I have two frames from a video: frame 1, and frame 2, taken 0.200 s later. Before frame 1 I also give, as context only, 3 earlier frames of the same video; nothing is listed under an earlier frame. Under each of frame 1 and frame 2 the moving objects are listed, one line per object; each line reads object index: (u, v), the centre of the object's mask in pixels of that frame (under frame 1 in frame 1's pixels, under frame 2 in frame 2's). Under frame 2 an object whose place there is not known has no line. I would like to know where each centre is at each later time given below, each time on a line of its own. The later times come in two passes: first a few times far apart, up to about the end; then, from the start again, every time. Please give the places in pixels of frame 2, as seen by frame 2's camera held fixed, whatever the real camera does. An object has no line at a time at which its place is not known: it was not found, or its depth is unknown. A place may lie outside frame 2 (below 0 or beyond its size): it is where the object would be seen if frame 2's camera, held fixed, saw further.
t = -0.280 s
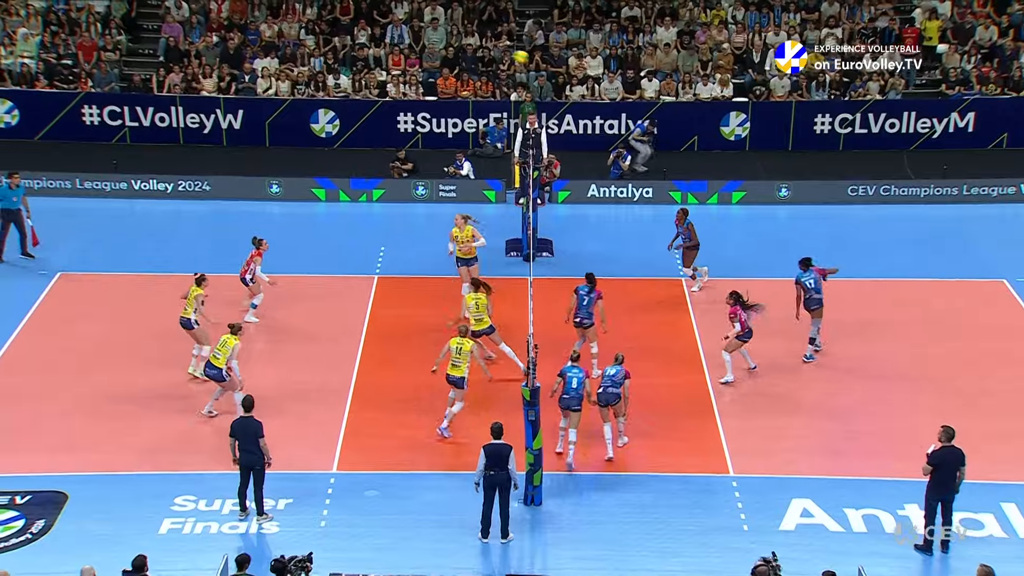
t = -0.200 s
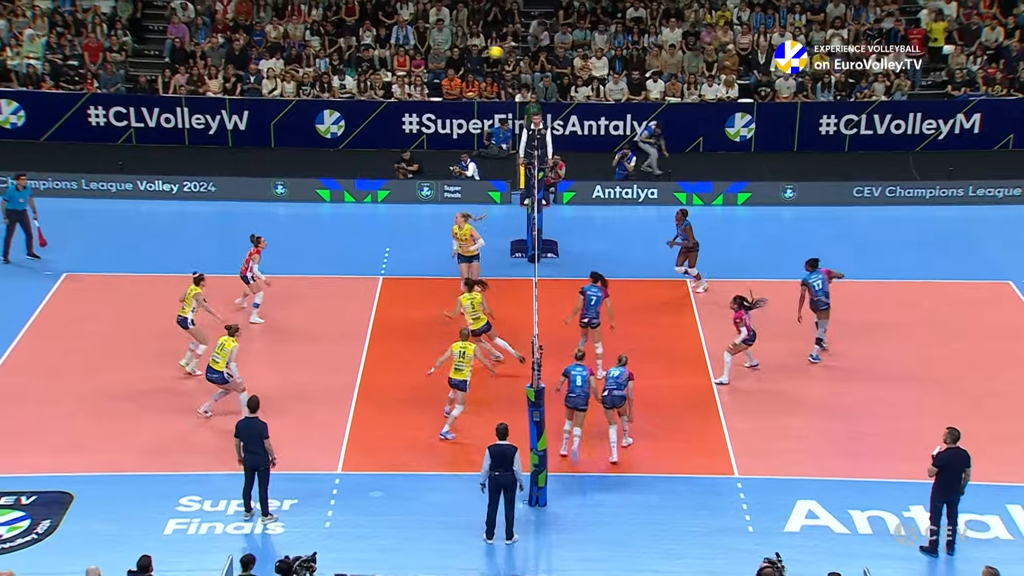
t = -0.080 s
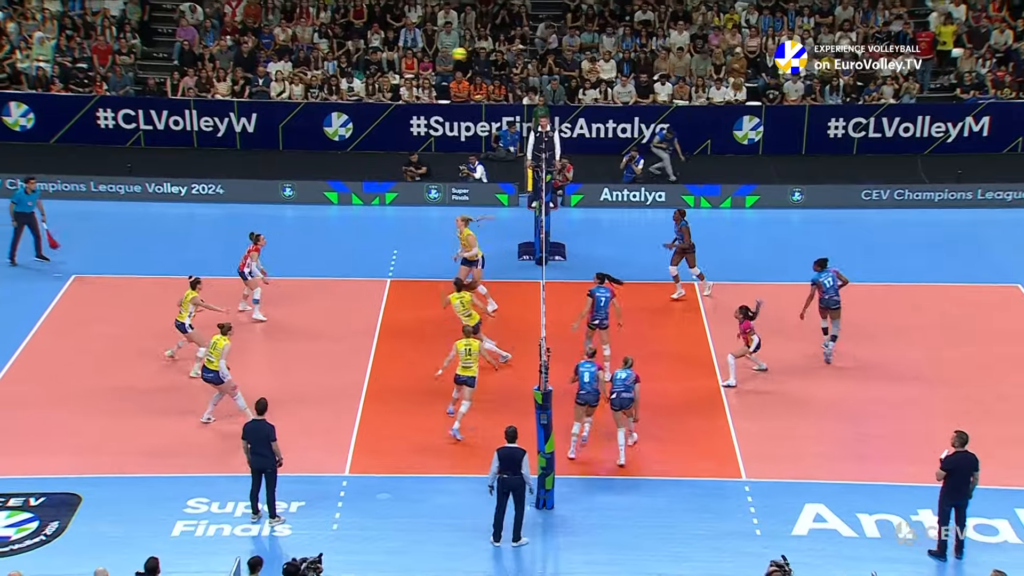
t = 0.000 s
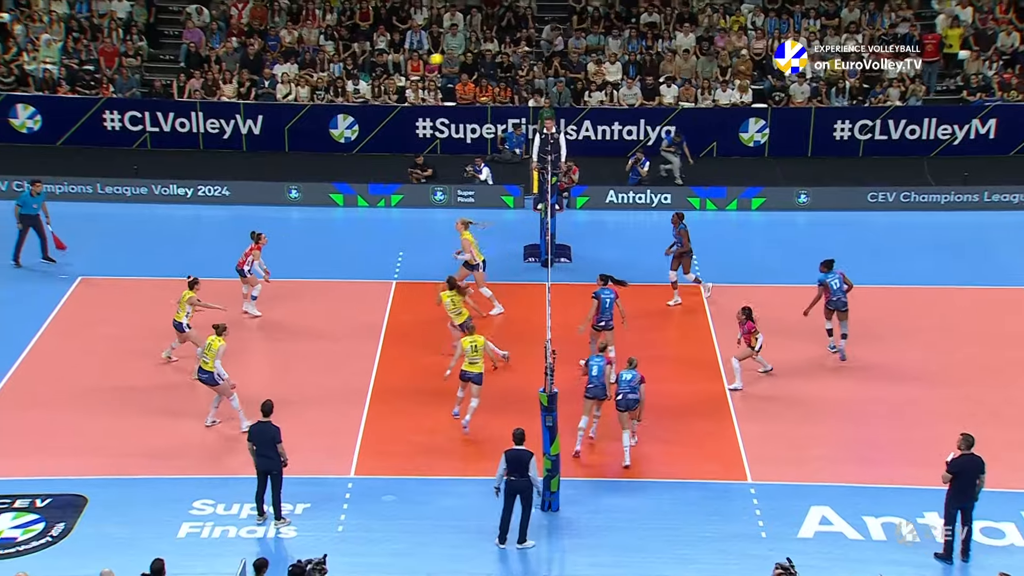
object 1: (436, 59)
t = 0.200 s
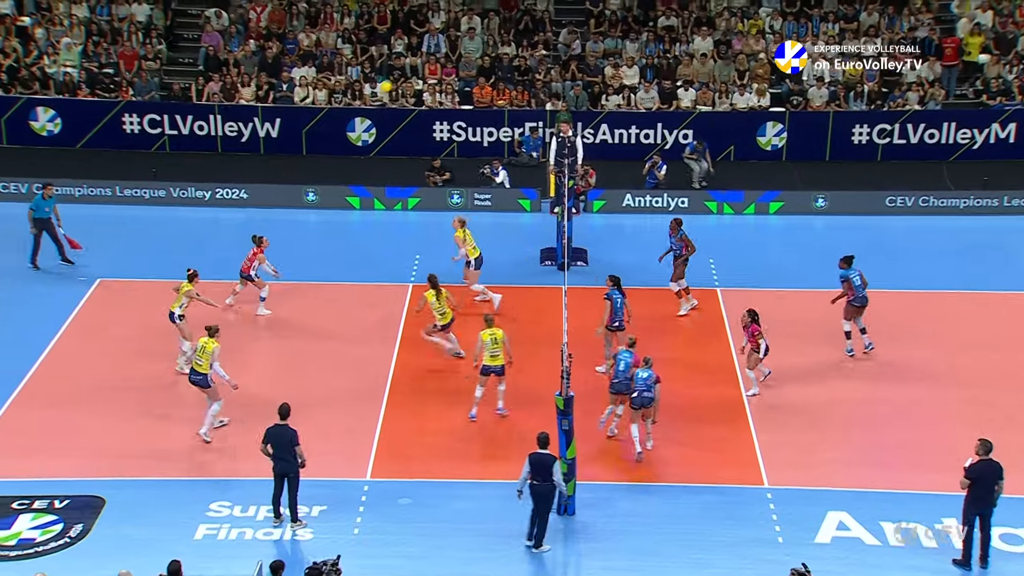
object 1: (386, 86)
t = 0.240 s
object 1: (372, 93)
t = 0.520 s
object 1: (289, 165)
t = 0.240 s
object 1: (372, 93)
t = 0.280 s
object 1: (361, 101)
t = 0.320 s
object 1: (347, 111)
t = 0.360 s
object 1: (335, 120)
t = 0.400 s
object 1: (323, 130)
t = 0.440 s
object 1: (312, 141)
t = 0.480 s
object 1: (300, 153)
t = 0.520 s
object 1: (289, 165)
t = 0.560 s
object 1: (278, 177)
